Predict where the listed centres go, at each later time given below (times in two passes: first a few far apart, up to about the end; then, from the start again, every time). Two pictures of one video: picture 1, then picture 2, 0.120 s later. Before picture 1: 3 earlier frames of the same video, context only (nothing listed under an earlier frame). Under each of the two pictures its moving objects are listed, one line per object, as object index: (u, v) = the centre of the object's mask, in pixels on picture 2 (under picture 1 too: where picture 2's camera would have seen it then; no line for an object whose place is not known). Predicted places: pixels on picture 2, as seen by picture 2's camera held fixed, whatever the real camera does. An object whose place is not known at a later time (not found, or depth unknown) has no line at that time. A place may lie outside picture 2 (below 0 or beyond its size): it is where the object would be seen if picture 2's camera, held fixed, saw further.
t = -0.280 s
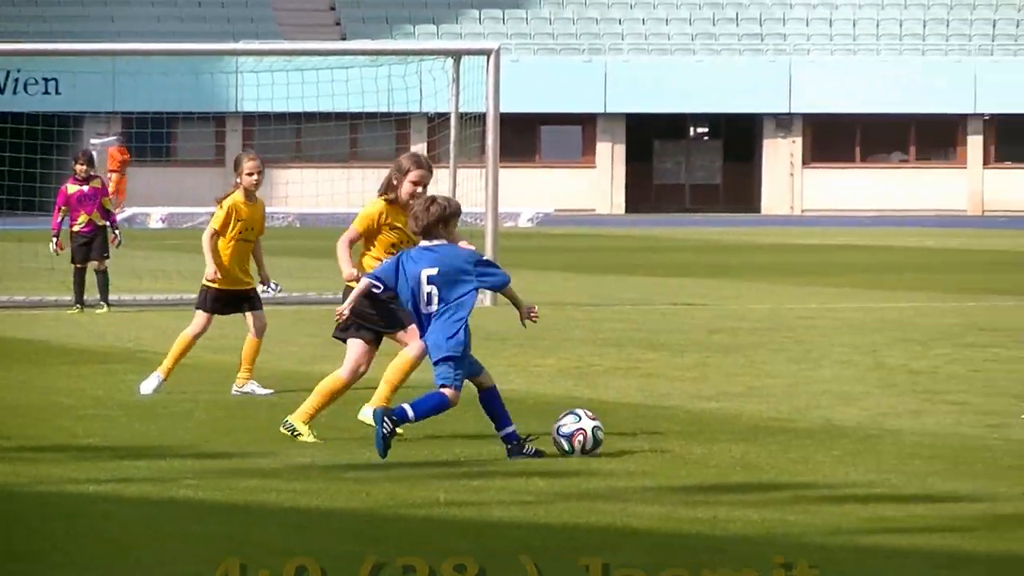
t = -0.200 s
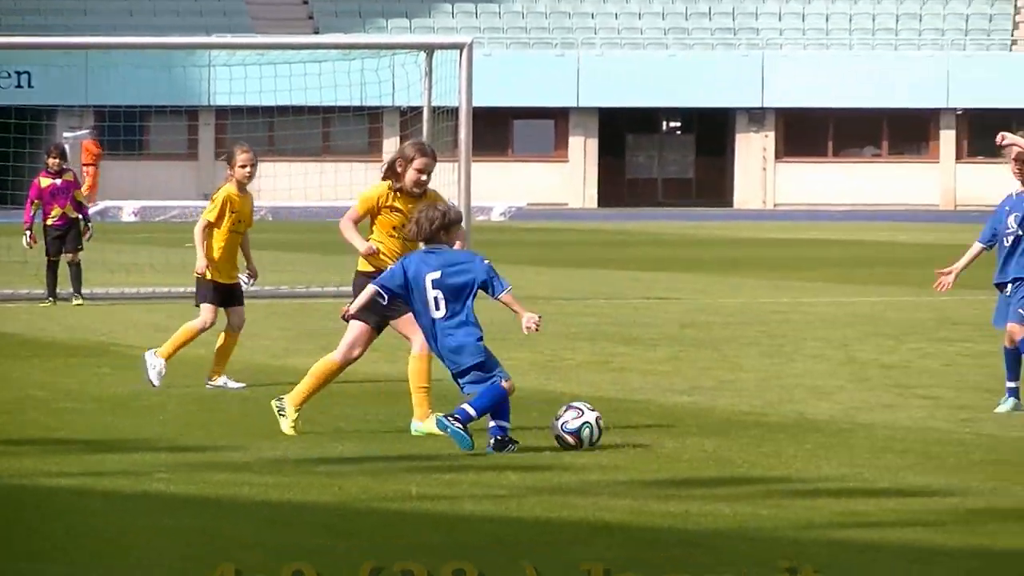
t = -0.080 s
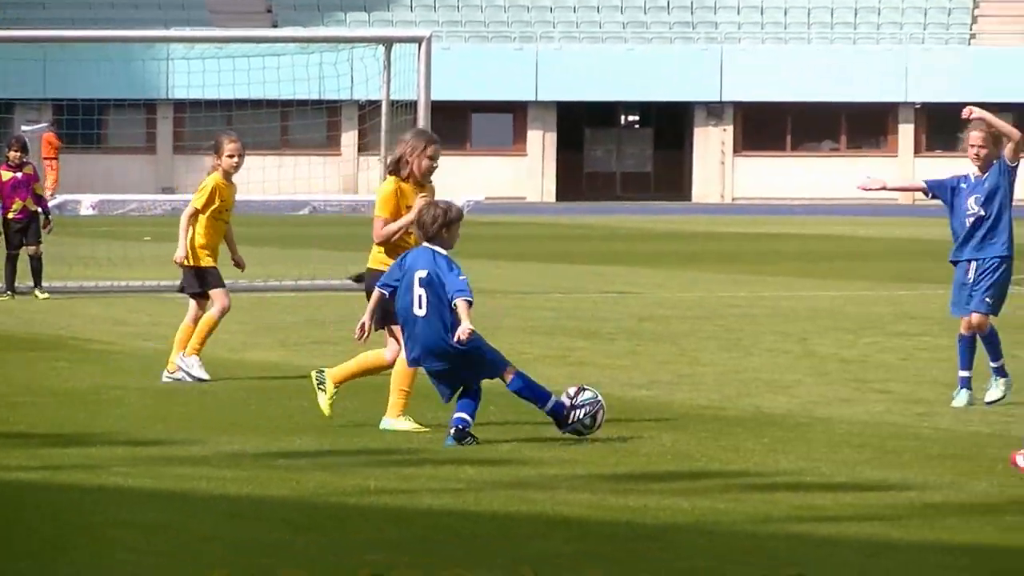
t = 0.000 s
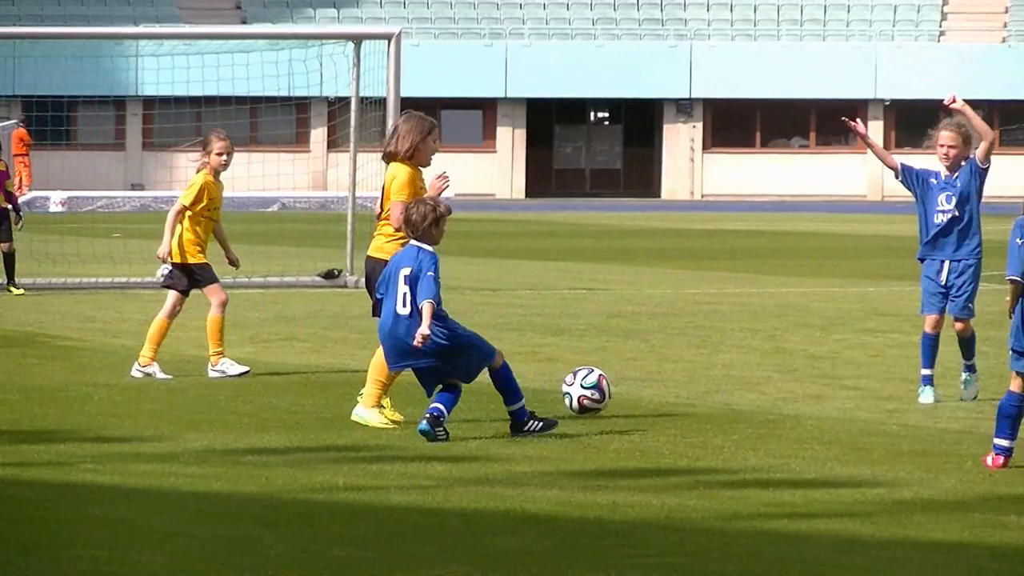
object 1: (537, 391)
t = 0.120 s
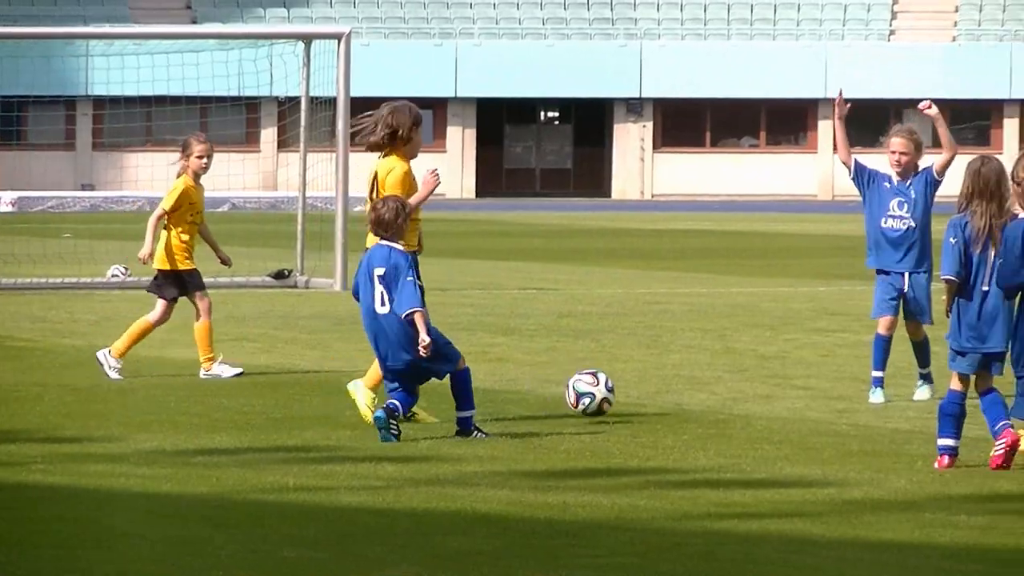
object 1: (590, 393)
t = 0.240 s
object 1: (634, 389)
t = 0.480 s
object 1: (699, 383)
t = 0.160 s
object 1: (606, 399)
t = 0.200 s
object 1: (621, 396)
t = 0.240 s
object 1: (634, 389)
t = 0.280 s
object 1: (646, 385)
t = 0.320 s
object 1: (658, 384)
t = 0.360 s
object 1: (670, 387)
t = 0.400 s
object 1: (681, 392)
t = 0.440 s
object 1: (691, 388)
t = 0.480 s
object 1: (699, 383)
